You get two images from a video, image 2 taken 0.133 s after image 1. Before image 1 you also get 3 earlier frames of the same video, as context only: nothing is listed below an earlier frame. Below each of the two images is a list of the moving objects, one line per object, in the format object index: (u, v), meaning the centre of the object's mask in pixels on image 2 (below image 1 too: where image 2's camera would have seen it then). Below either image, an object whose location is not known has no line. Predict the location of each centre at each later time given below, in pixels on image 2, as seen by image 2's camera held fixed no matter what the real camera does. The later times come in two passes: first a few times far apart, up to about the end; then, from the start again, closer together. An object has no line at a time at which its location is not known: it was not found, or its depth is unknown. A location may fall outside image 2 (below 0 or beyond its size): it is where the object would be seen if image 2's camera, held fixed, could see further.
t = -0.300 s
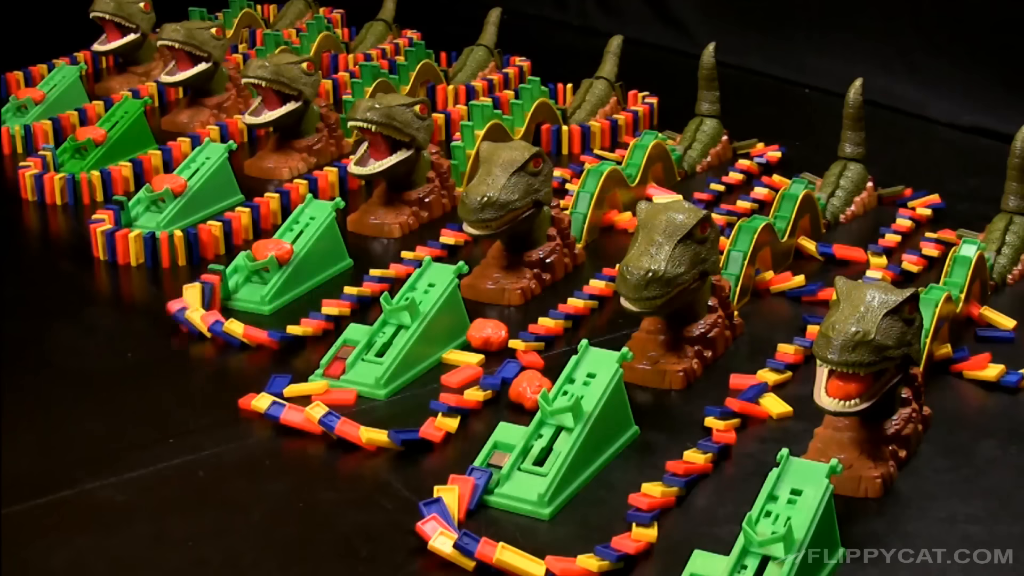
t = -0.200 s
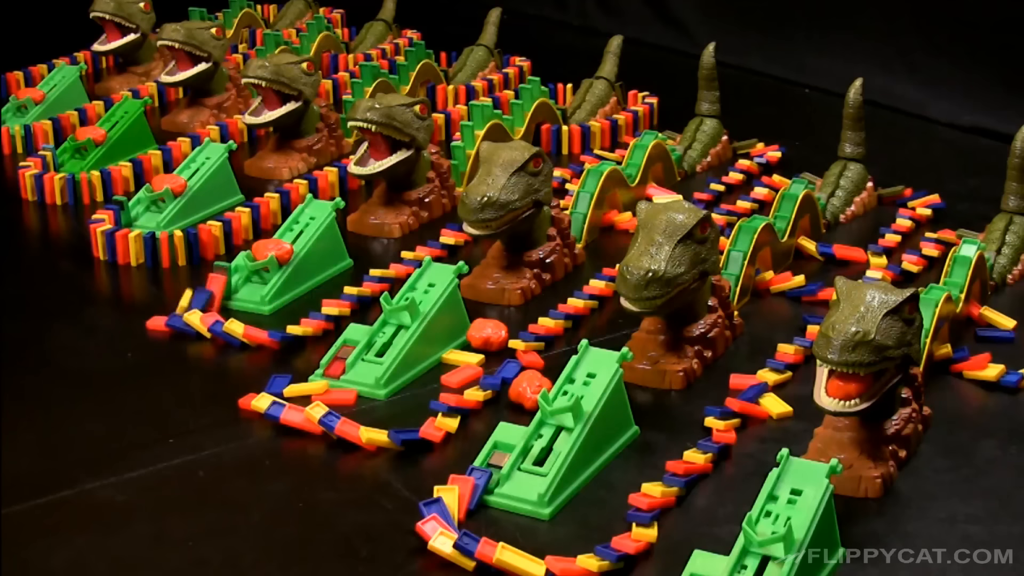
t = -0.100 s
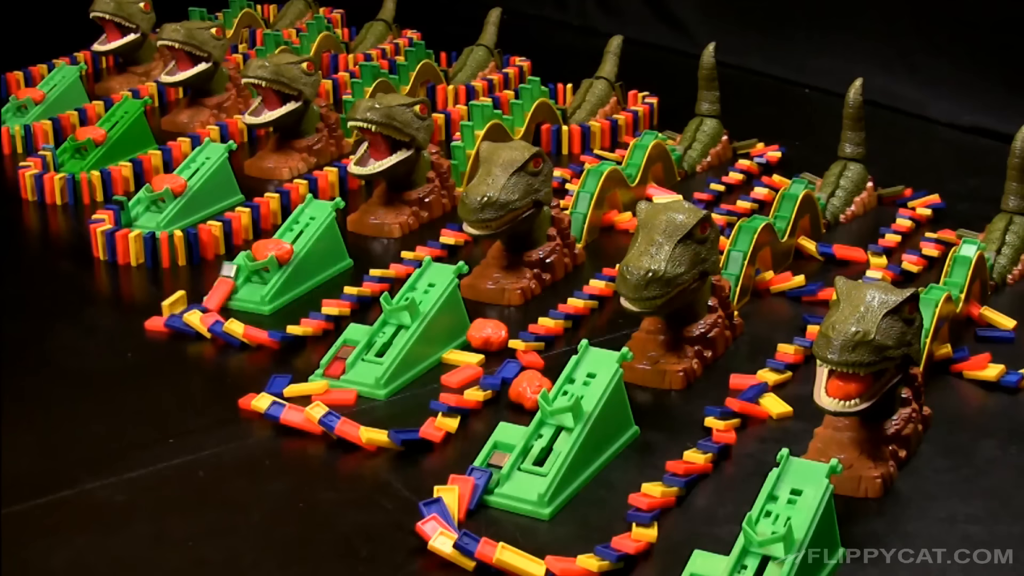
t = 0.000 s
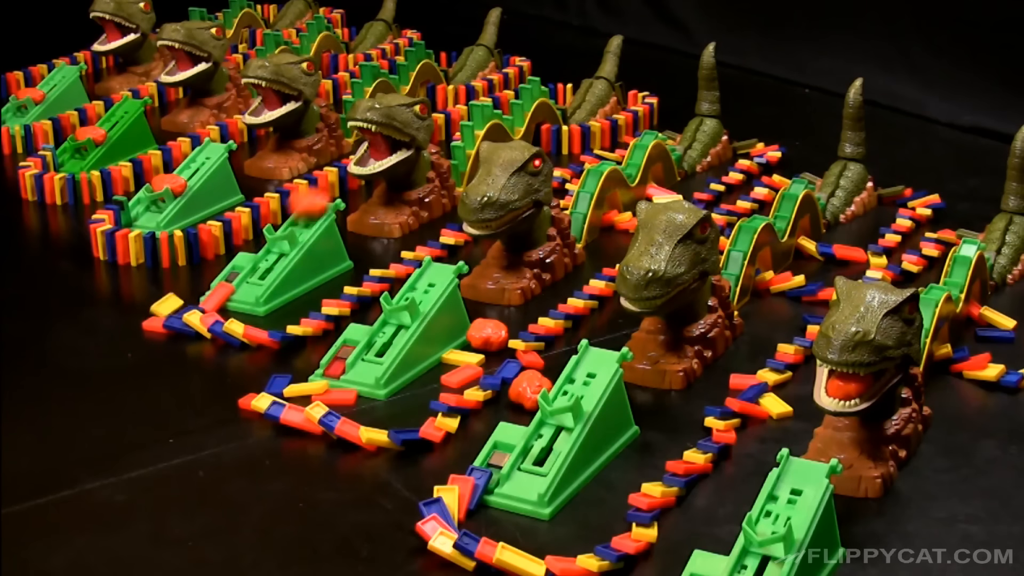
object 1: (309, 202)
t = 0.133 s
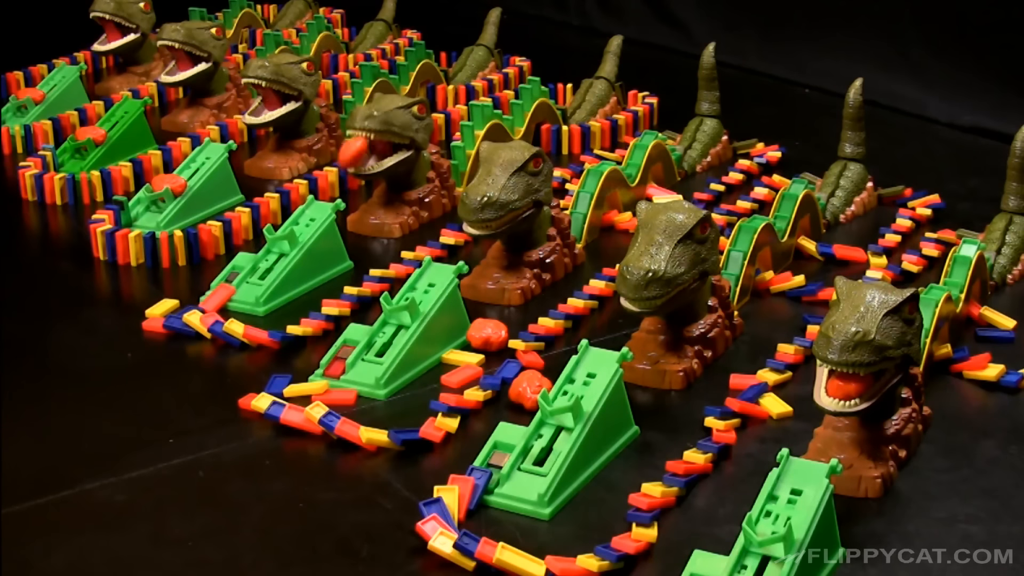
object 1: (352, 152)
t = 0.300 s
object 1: (351, 237)
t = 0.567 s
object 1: (377, 246)
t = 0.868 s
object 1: (382, 248)
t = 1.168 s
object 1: (383, 248)
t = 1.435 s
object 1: (383, 248)
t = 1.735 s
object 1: (383, 248)
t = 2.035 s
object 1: (383, 248)
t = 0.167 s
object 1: (350, 168)
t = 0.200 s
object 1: (349, 194)
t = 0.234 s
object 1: (348, 231)
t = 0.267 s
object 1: (350, 234)
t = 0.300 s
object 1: (351, 237)
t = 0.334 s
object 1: (350, 239)
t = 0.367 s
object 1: (357, 242)
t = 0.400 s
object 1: (362, 245)
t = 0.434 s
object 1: (367, 246)
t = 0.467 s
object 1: (370, 244)
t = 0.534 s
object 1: (376, 245)
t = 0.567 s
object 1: (377, 246)
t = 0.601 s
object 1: (378, 247)
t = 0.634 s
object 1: (379, 247)
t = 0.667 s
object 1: (381, 247)
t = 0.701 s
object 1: (381, 248)
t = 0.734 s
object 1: (382, 248)
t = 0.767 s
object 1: (383, 248)
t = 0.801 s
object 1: (383, 248)
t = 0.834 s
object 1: (382, 248)
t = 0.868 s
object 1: (382, 248)
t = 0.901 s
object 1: (382, 248)
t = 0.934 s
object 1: (382, 248)
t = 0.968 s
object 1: (382, 248)
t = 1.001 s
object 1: (382, 248)
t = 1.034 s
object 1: (383, 248)
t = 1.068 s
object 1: (383, 248)
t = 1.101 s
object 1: (383, 248)
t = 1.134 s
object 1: (383, 248)
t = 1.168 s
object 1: (383, 248)
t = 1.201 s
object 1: (383, 248)
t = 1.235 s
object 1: (383, 248)
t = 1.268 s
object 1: (383, 248)
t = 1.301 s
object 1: (383, 248)
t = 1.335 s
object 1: (383, 248)
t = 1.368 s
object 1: (383, 248)
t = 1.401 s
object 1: (383, 248)
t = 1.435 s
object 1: (383, 248)
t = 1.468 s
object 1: (383, 248)
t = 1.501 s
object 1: (383, 248)
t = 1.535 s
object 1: (383, 248)
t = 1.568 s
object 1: (383, 248)
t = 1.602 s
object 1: (383, 248)
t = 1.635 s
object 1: (383, 248)
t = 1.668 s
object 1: (383, 248)
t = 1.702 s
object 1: (383, 248)
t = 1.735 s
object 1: (383, 248)
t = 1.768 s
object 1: (383, 248)
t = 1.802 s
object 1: (383, 248)
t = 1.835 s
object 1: (383, 248)
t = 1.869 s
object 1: (383, 248)
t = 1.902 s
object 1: (383, 248)
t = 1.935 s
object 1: (383, 248)
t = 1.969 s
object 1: (383, 248)
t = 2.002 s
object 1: (383, 248)
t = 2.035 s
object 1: (383, 248)
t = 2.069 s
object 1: (383, 248)
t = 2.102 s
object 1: (383, 248)
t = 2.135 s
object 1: (383, 248)
